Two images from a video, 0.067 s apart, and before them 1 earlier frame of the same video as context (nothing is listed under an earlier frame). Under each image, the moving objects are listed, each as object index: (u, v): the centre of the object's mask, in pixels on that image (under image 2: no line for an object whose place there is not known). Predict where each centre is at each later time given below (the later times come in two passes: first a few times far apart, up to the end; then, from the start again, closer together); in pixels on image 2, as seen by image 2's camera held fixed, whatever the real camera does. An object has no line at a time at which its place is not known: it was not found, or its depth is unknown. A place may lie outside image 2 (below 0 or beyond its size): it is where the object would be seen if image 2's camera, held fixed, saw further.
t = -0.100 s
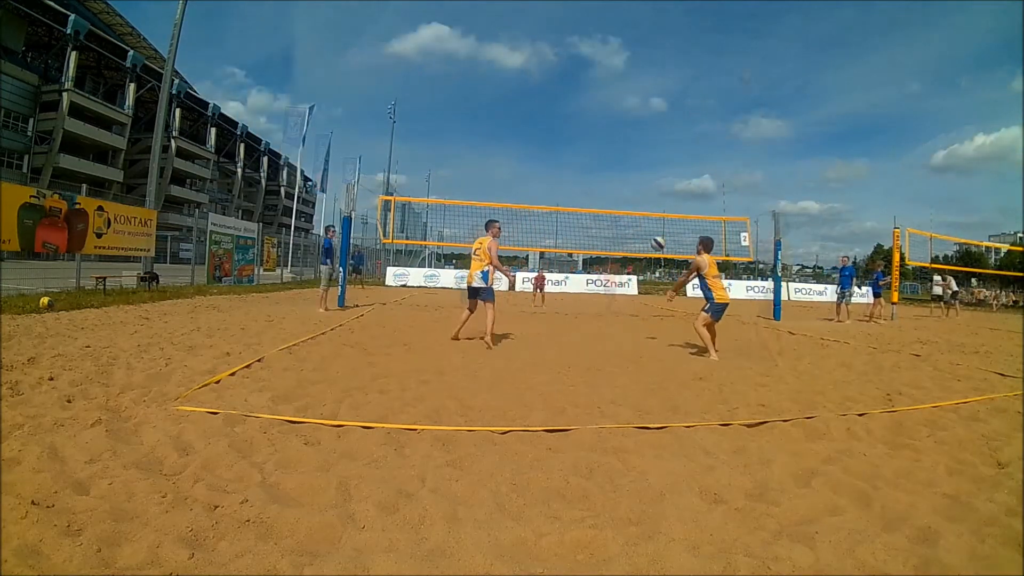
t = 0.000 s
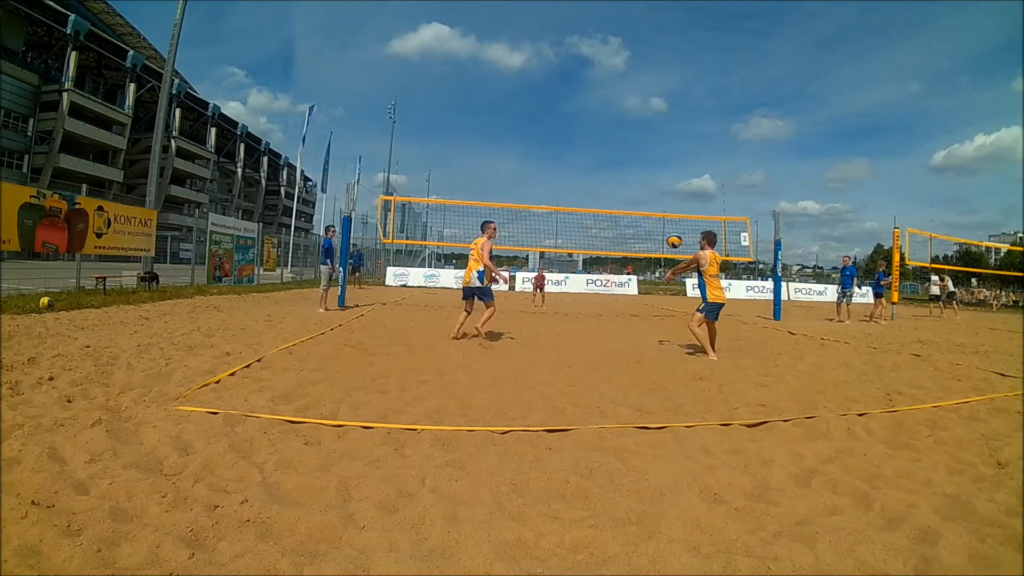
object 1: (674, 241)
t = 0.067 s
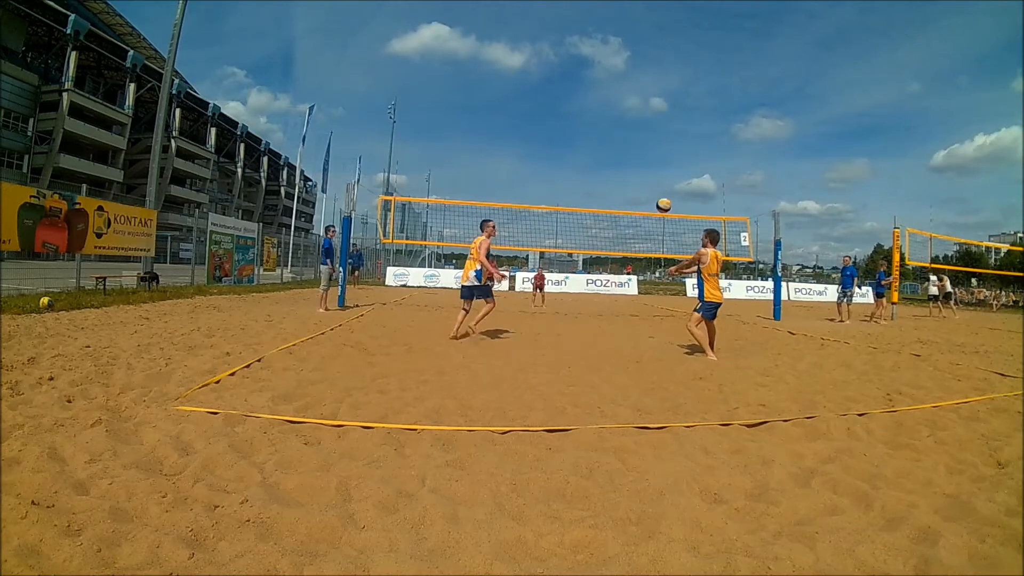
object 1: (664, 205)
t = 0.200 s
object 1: (641, 147)
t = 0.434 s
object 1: (604, 82)
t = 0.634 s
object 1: (573, 57)
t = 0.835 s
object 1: (544, 55)
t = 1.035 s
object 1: (510, 81)
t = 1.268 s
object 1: (477, 136)
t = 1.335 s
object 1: (468, 158)
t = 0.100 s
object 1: (658, 189)
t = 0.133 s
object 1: (653, 174)
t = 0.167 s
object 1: (647, 160)
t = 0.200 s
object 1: (641, 147)
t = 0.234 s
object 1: (636, 135)
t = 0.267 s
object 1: (631, 124)
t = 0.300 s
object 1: (625, 114)
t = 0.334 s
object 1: (620, 104)
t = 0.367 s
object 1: (614, 96)
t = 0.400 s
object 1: (609, 89)
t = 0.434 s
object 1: (604, 82)
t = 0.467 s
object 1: (598, 76)
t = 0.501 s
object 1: (593, 71)
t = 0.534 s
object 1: (588, 66)
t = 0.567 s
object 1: (583, 62)
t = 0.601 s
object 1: (578, 59)
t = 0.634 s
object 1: (573, 57)
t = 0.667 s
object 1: (568, 55)
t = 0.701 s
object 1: (563, 53)
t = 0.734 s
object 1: (558, 53)
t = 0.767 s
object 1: (553, 53)
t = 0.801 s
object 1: (549, 54)
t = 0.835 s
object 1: (544, 55)
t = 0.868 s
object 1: (539, 57)
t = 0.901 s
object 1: (534, 60)
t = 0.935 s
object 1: (525, 66)
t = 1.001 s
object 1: (515, 75)
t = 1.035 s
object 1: (510, 81)
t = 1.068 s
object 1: (506, 87)
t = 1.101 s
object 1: (501, 93)
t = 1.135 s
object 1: (496, 101)
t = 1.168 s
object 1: (491, 109)
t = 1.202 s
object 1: (487, 118)
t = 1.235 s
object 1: (482, 127)
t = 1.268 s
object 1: (477, 136)
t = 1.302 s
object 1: (473, 147)
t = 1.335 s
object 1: (468, 158)
